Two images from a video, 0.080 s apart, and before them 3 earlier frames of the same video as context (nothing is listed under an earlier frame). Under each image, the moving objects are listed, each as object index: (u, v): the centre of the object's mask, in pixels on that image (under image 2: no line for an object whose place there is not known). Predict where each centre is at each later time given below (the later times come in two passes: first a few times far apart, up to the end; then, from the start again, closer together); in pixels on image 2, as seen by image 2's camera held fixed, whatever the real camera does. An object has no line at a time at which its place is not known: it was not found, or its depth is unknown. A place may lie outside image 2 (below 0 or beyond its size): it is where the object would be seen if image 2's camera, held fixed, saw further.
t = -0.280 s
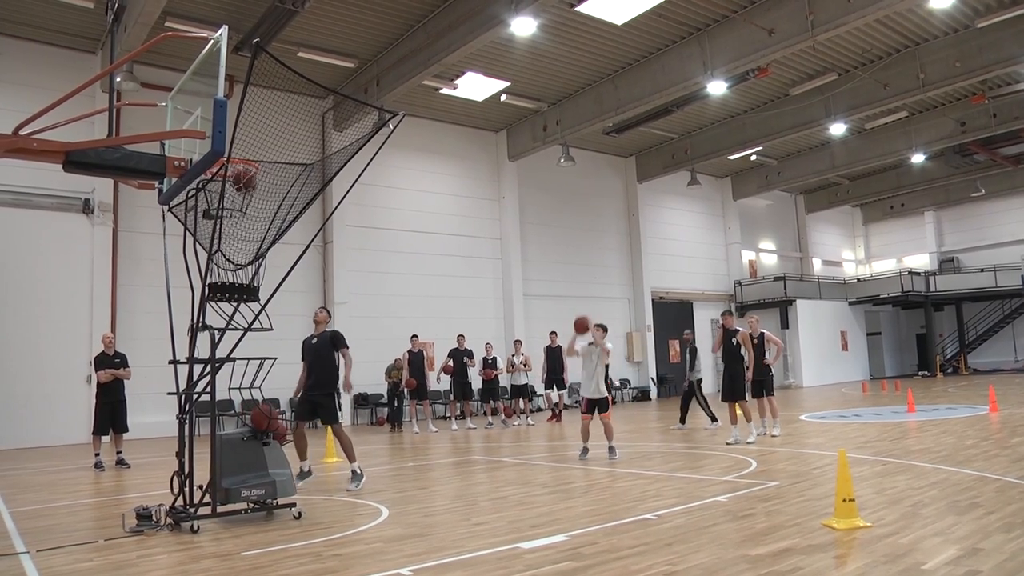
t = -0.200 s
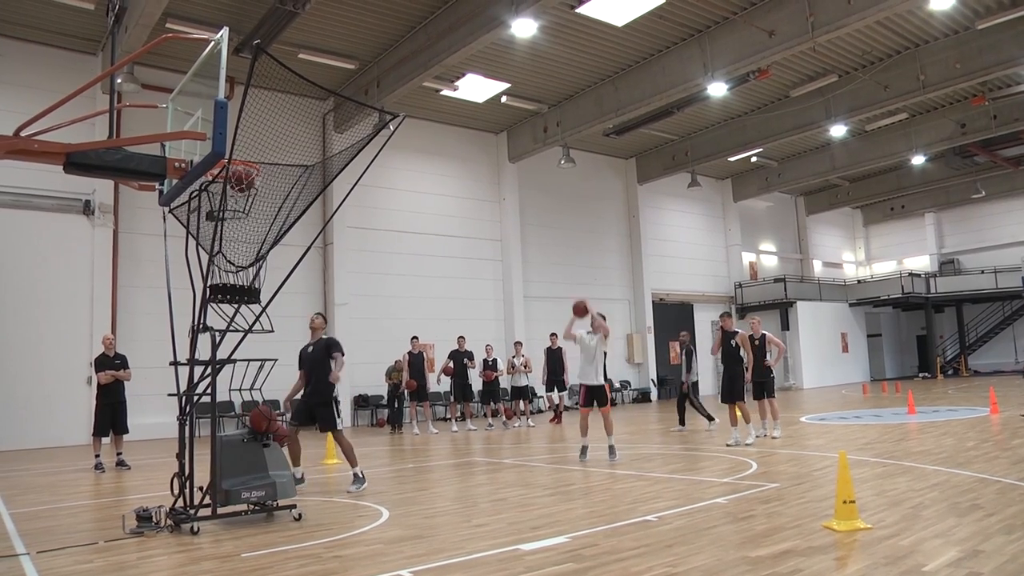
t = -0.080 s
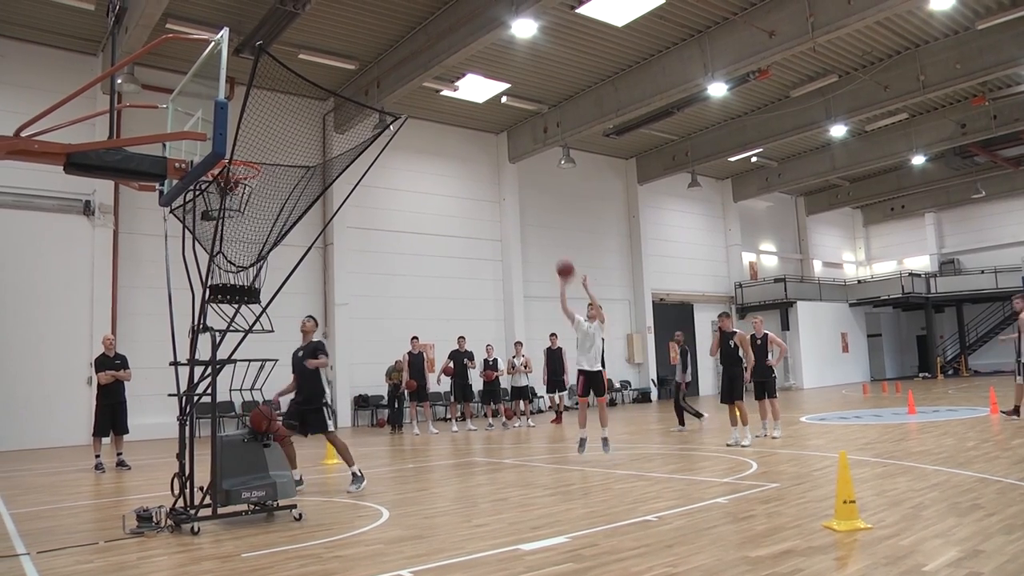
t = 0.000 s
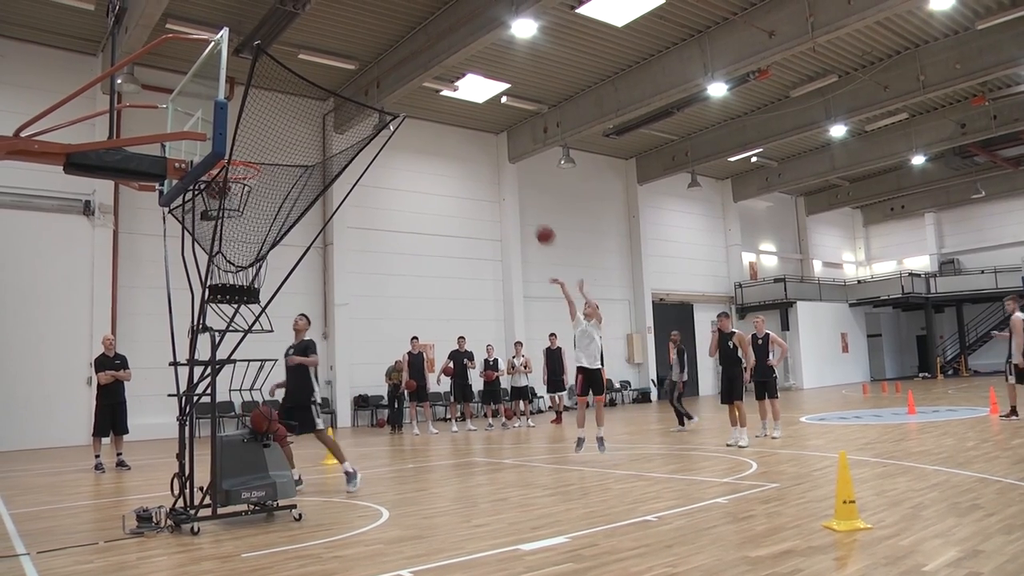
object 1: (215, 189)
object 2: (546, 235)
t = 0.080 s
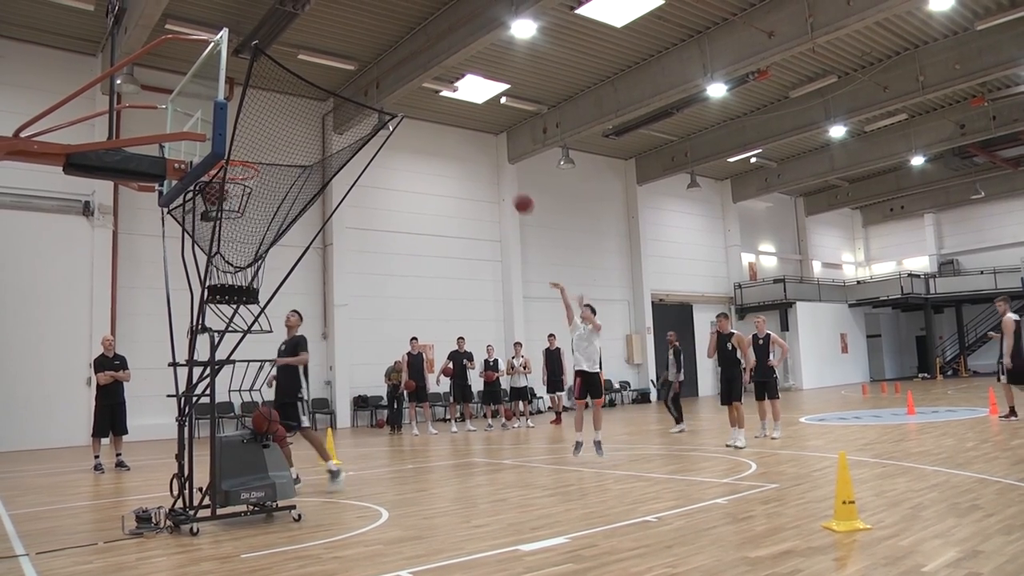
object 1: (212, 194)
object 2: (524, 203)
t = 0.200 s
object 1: (232, 205)
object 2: (490, 163)
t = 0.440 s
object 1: (229, 217)
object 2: (419, 110)
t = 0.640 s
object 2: (352, 95)
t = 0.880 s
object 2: (257, 132)
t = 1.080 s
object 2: (233, 161)
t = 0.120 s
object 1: (218, 195)
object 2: (513, 189)
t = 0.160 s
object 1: (224, 199)
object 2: (502, 175)
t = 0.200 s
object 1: (232, 205)
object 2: (490, 163)
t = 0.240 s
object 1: (231, 207)
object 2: (479, 151)
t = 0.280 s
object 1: (231, 209)
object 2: (467, 141)
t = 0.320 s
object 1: (230, 213)
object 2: (456, 132)
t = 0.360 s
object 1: (227, 212)
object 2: (442, 124)
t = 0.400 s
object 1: (228, 213)
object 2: (431, 116)
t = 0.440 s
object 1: (229, 217)
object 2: (419, 110)
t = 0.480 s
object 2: (406, 105)
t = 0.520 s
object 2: (393, 100)
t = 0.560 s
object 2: (379, 97)
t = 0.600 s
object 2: (365, 95)
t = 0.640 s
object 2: (352, 95)
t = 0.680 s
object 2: (337, 98)
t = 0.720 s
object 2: (322, 102)
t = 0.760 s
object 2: (306, 107)
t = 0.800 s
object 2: (291, 114)
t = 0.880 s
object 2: (257, 132)
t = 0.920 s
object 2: (241, 145)
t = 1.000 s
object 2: (233, 172)
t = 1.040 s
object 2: (243, 173)
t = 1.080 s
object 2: (233, 161)
